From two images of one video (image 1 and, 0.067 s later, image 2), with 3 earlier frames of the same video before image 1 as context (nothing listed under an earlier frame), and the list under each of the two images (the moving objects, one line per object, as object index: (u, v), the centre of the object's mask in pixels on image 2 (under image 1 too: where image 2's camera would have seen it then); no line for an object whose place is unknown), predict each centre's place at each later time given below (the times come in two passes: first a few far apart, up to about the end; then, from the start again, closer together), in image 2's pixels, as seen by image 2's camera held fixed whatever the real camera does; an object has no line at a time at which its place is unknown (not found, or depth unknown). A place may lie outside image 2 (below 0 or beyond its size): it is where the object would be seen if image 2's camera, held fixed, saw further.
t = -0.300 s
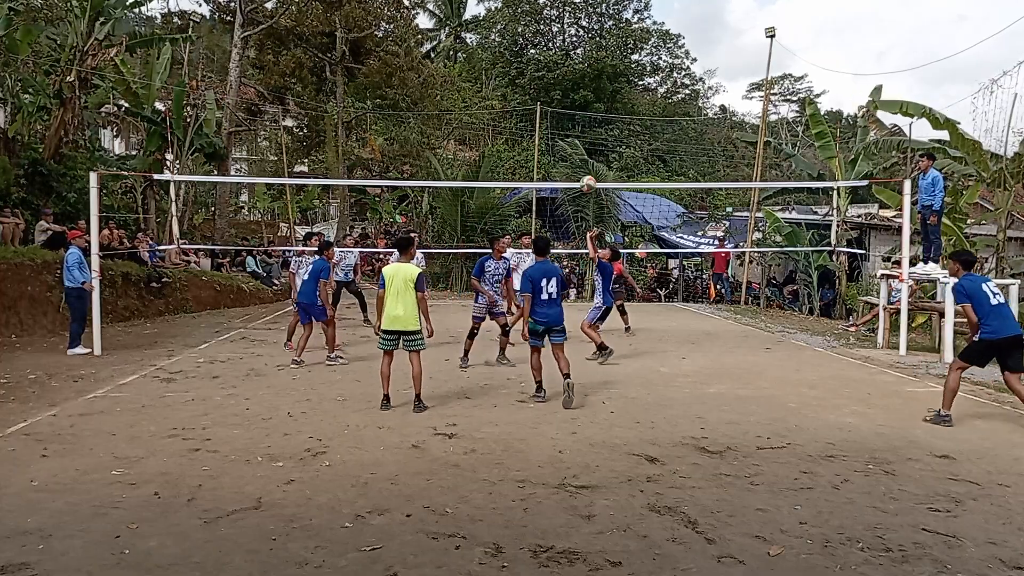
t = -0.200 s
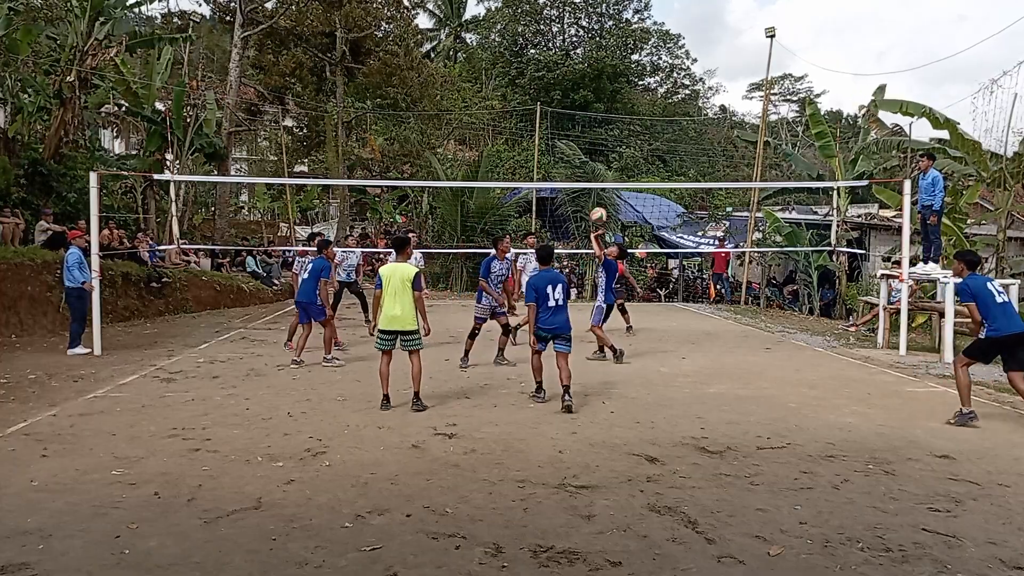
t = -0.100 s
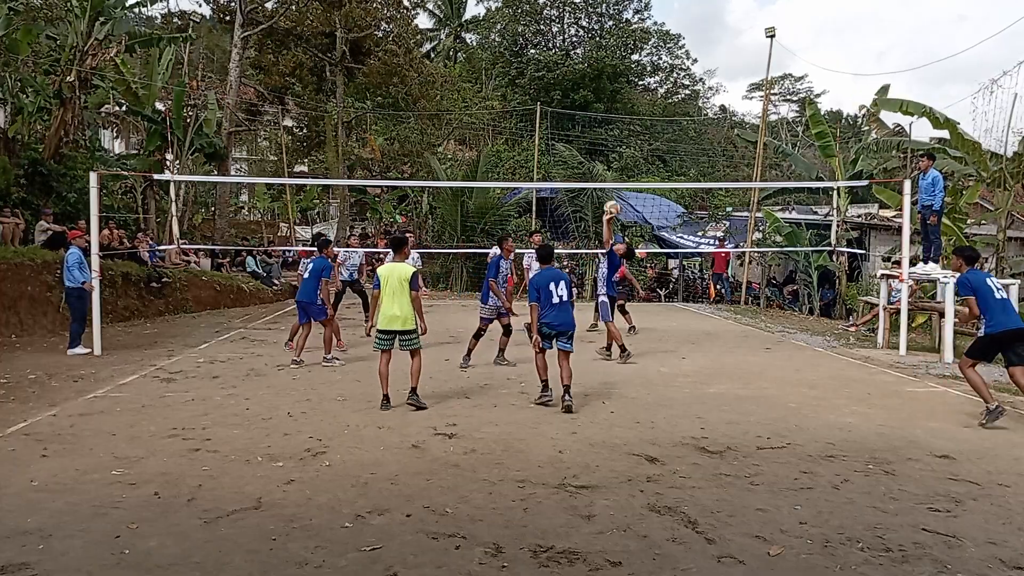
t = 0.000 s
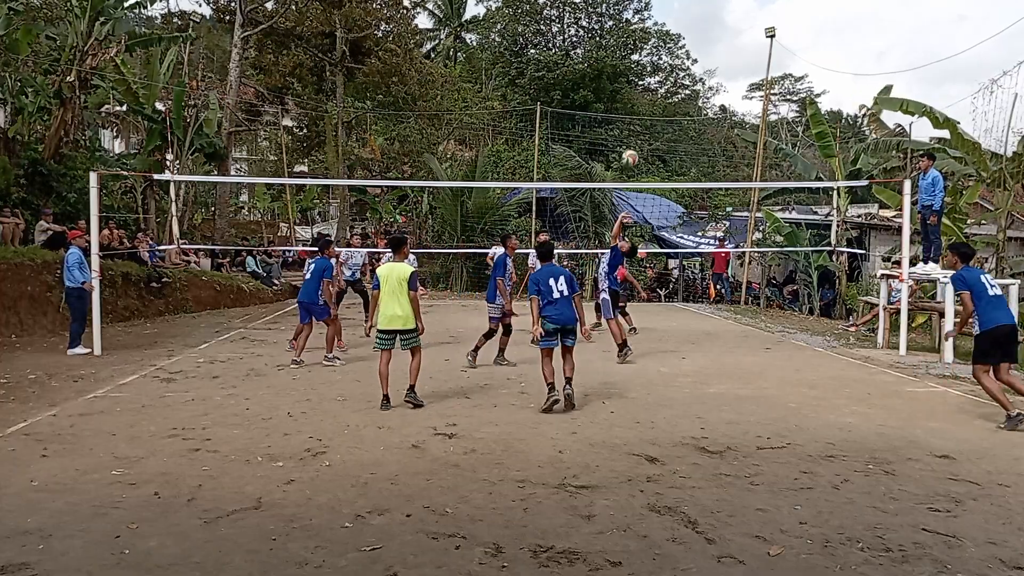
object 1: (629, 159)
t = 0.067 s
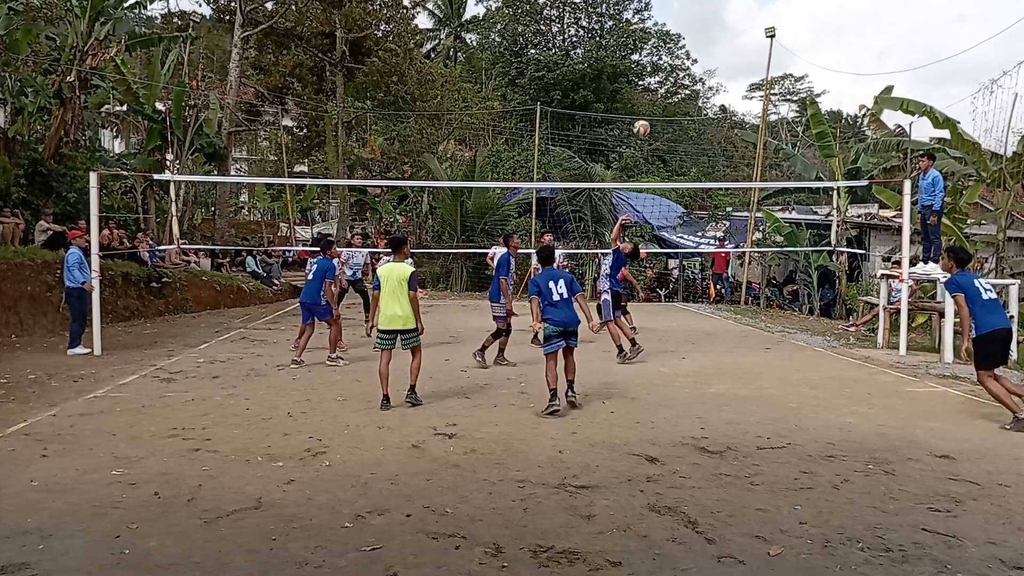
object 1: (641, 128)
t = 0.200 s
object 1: (664, 78)
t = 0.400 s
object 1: (698, 28)
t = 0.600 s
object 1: (731, 9)
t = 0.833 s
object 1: (769, 29)
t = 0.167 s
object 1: (658, 90)
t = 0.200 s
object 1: (664, 78)
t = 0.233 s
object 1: (669, 69)
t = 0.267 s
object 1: (676, 59)
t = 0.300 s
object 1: (681, 50)
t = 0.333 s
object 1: (687, 42)
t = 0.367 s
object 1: (692, 35)
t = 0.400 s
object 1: (698, 28)
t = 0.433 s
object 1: (703, 23)
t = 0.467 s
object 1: (709, 18)
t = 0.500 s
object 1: (714, 15)
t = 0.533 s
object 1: (720, 12)
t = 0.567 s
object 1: (726, 10)
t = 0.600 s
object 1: (731, 9)
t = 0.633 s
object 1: (737, 9)
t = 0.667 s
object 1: (742, 10)
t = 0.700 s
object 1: (748, 12)
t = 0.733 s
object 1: (753, 14)
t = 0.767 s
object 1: (758, 18)
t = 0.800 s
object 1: (764, 23)
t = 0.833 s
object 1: (769, 29)
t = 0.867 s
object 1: (774, 35)
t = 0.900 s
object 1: (780, 43)
